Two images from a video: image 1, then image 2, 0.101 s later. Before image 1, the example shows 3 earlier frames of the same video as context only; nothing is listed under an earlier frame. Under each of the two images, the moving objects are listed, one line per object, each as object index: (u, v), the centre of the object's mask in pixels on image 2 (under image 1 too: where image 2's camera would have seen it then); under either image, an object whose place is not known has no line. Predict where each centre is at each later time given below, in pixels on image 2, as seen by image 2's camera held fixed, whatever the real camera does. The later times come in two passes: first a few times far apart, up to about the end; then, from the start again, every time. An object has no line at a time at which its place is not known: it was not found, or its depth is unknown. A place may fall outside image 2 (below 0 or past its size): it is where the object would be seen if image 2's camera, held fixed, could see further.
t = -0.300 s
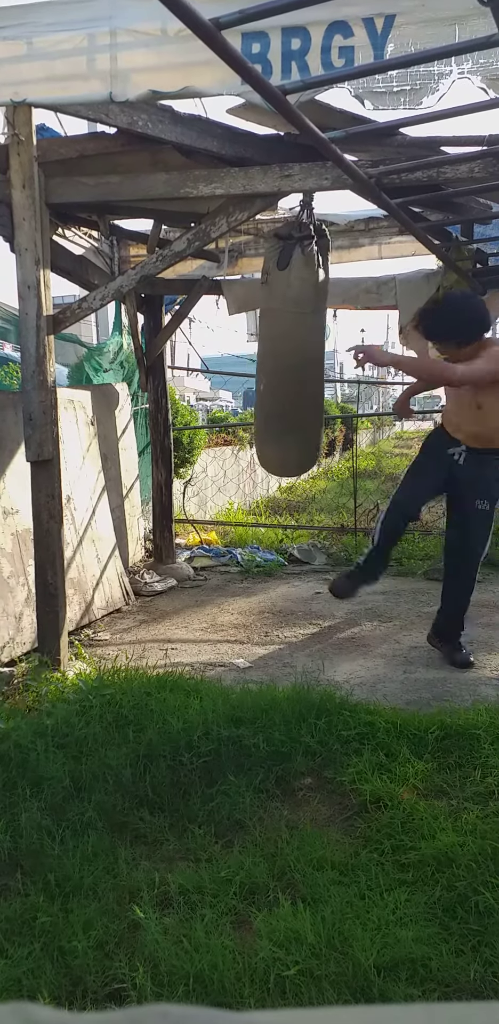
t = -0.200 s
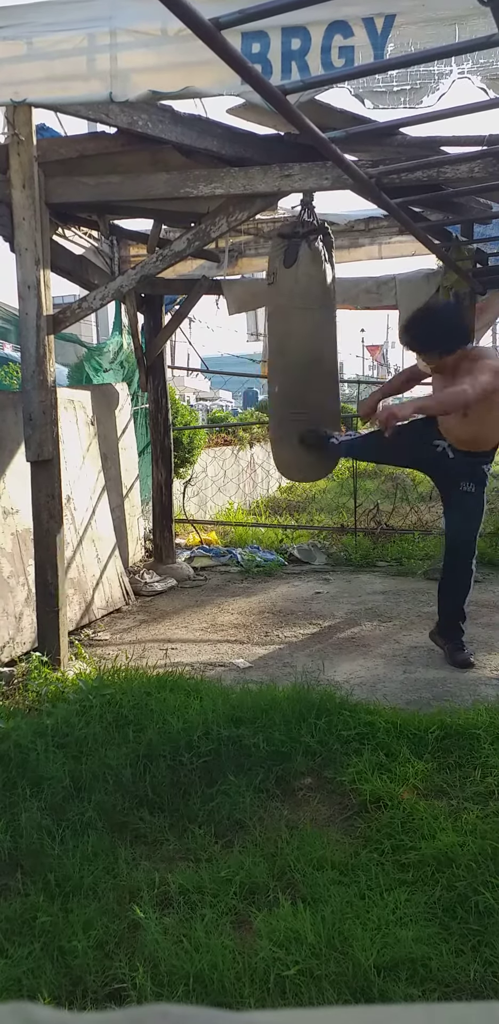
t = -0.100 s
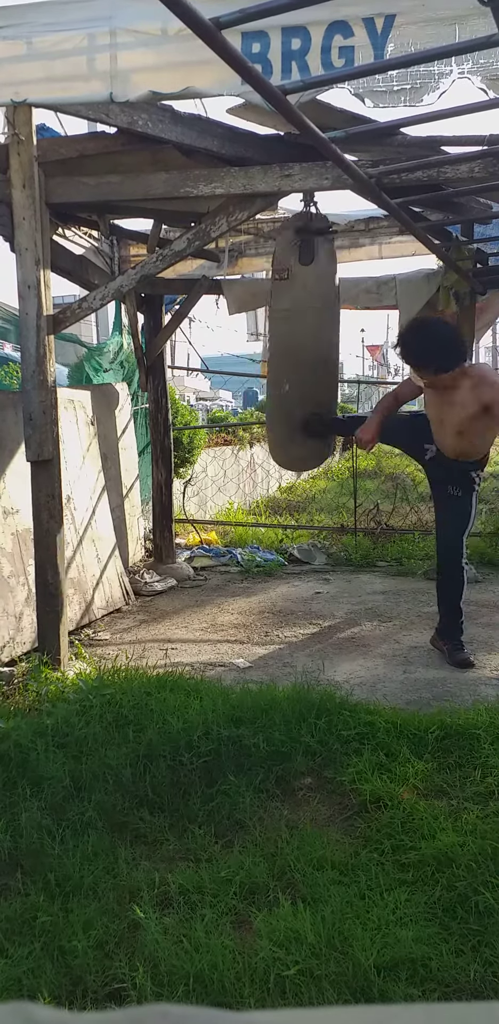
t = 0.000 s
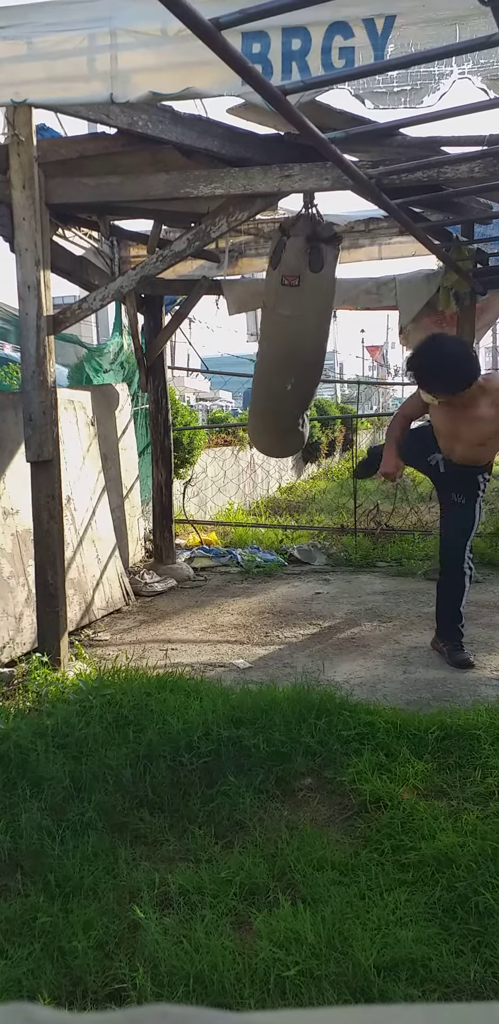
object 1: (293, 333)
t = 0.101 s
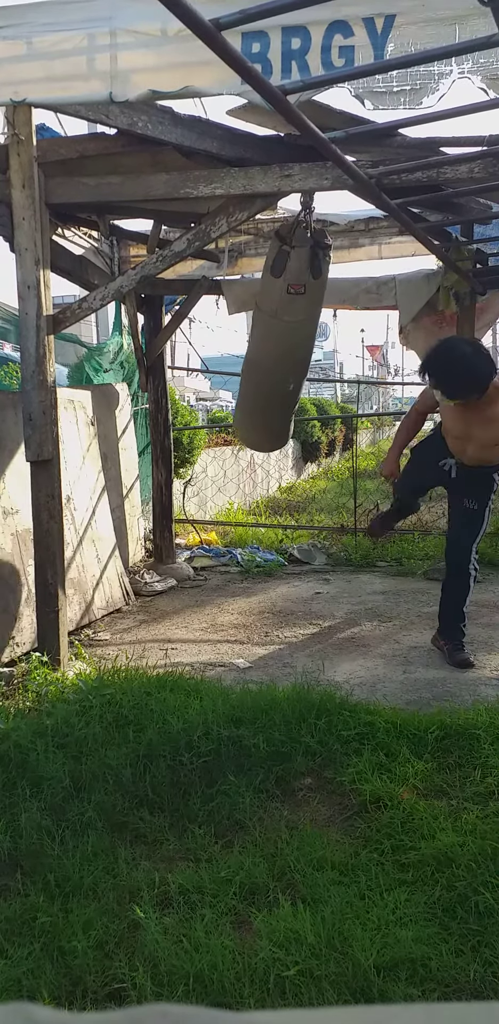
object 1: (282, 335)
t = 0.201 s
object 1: (279, 326)
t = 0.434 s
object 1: (276, 321)
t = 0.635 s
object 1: (286, 334)
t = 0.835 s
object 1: (307, 349)
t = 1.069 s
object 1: (339, 347)
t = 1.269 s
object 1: (359, 324)
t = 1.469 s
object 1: (359, 314)
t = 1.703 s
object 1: (338, 338)
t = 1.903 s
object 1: (311, 354)
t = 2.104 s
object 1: (291, 352)
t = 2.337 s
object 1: (283, 332)
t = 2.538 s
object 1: (288, 325)
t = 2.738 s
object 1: (299, 337)
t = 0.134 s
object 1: (281, 332)
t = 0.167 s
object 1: (279, 329)
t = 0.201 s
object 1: (279, 326)
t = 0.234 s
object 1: (277, 325)
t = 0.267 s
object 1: (276, 323)
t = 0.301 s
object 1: (274, 324)
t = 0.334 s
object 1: (275, 322)
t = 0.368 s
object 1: (275, 321)
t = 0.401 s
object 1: (275, 321)
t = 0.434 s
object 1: (276, 321)
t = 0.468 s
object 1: (277, 322)
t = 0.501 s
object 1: (278, 324)
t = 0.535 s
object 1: (280, 326)
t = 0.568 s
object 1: (281, 328)
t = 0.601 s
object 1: (284, 331)
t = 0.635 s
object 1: (286, 334)
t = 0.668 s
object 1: (288, 337)
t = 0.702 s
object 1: (291, 340)
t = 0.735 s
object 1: (294, 343)
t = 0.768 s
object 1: (298, 346)
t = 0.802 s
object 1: (302, 347)
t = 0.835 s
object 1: (307, 349)
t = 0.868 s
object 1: (312, 351)
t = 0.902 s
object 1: (316, 352)
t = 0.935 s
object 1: (320, 352)
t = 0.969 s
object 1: (325, 351)
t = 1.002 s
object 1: (330, 351)
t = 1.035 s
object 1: (335, 350)
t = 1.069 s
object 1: (339, 347)
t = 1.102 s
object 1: (344, 345)
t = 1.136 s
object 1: (348, 341)
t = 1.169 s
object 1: (351, 337)
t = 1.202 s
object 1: (355, 332)
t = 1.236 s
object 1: (357, 328)
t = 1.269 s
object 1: (359, 324)
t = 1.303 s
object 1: (360, 320)
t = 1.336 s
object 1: (361, 317)
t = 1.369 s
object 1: (361, 315)
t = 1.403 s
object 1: (361, 314)
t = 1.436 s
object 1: (360, 314)
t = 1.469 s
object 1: (359, 314)
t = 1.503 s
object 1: (357, 315)
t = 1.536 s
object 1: (355, 318)
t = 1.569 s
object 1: (352, 320)
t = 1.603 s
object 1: (349, 324)
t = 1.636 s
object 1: (346, 328)
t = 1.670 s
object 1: (342, 333)
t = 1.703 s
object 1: (338, 338)
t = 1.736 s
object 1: (334, 341)
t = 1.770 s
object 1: (329, 345)
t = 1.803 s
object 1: (325, 348)
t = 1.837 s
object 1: (320, 350)
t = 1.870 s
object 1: (316, 352)
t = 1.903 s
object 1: (311, 354)
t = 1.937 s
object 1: (307, 355)
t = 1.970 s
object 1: (304, 355)
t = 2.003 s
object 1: (300, 355)
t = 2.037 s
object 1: (297, 354)
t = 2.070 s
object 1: (294, 353)
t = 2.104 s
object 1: (291, 352)
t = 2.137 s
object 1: (289, 350)
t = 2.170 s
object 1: (287, 346)
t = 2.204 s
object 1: (285, 343)
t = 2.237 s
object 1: (284, 340)
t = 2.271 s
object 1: (283, 338)
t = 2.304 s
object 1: (283, 334)
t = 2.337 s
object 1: (283, 332)
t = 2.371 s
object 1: (284, 329)
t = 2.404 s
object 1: (284, 327)
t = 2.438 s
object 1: (285, 325)
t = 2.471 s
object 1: (286, 325)
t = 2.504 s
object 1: (287, 325)
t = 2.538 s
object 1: (288, 325)
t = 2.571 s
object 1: (289, 326)
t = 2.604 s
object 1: (291, 327)
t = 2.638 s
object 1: (293, 329)
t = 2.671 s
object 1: (295, 331)
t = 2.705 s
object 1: (297, 333)
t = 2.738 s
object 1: (299, 337)
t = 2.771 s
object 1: (302, 340)
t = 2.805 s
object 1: (304, 343)
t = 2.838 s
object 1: (307, 345)
